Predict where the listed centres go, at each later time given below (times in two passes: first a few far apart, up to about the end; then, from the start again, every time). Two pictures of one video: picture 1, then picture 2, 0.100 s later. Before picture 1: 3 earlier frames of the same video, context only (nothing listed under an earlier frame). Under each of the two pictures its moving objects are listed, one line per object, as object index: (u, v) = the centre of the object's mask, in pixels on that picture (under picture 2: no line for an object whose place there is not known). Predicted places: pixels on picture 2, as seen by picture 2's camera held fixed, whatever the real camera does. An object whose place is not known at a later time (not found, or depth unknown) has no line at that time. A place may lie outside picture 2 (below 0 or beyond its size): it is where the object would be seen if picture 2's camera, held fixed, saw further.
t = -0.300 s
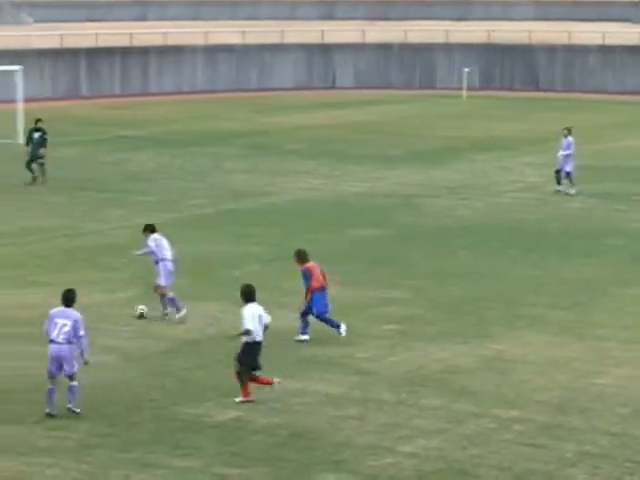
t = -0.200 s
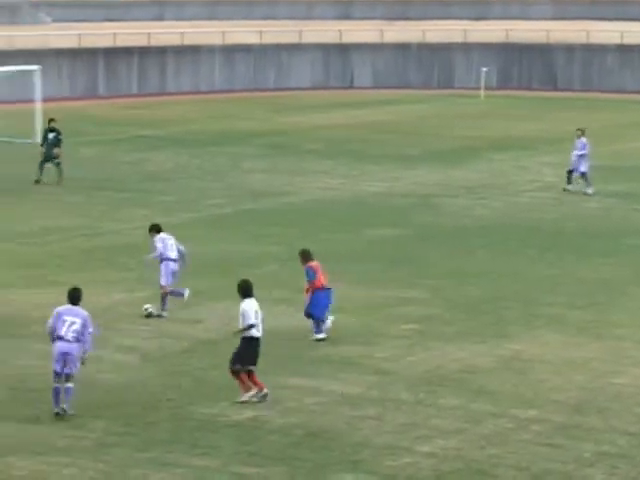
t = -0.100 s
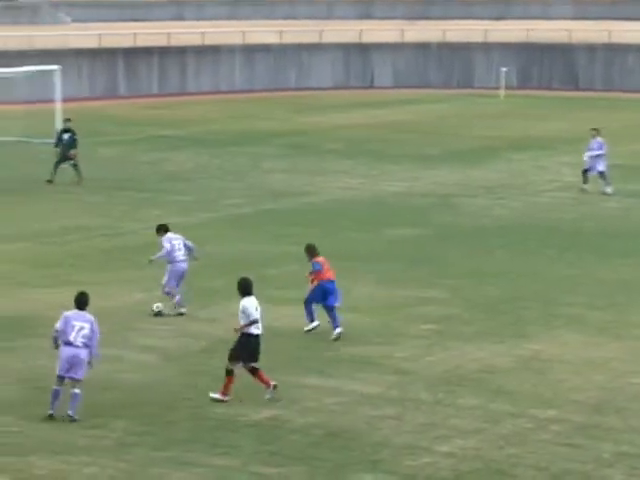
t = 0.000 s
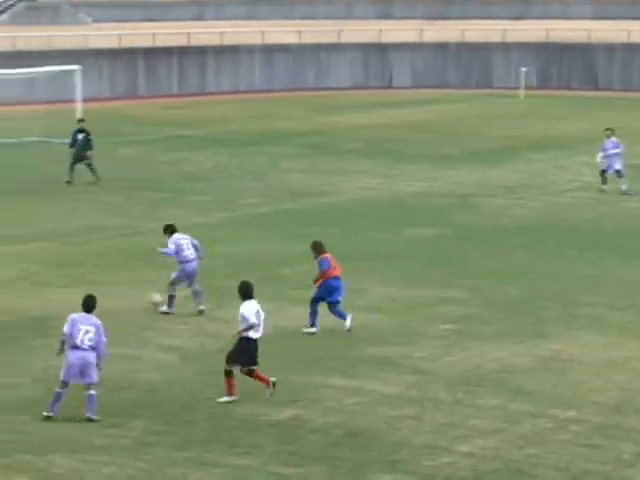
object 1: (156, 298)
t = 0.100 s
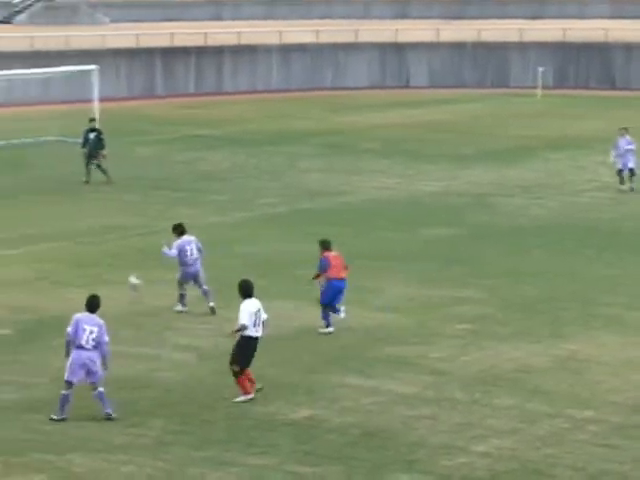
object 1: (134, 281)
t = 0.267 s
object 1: (75, 264)
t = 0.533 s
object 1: (7, 250)
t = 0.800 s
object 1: (-37, 238)
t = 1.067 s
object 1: (-68, 229)
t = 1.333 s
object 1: (-90, 221)
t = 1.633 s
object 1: (-112, 213)
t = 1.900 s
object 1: (-129, 208)
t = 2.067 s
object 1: (-139, 203)
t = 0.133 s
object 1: (121, 277)
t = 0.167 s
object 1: (109, 273)
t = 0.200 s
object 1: (97, 269)
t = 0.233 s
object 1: (86, 266)
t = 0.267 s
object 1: (75, 264)
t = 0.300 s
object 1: (65, 262)
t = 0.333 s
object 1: (56, 261)
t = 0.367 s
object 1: (46, 260)
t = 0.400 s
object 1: (37, 260)
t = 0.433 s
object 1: (28, 260)
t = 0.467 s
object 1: (21, 258)
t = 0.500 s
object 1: (14, 254)
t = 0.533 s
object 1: (7, 250)
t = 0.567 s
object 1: (1, 248)
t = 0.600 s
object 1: (-6, 246)
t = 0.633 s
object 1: (-12, 245)
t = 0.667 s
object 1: (-18, 244)
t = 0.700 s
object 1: (-24, 243)
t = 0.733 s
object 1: (-28, 241)
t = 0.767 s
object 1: (-34, 239)
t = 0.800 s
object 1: (-37, 238)
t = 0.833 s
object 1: (-42, 237)
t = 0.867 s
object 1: (-46, 236)
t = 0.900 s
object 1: (-51, 235)
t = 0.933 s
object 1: (-55, 233)
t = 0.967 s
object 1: (-58, 232)
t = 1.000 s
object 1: (-60, 231)
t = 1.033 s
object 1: (-64, 230)
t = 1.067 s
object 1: (-68, 229)
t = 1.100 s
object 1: (-71, 228)
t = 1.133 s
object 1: (-74, 227)
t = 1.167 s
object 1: (-77, 226)
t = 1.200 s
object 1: (-79, 224)
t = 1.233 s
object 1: (-82, 224)
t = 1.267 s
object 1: (-85, 223)
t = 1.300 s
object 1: (-87, 223)
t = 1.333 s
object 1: (-90, 221)
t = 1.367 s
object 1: (-93, 220)
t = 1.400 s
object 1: (-95, 219)
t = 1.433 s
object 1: (-97, 218)
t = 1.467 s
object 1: (-100, 218)
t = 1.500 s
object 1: (-103, 217)
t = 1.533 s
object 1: (-105, 216)
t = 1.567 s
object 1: (-108, 215)
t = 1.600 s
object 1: (-110, 214)
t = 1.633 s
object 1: (-112, 213)
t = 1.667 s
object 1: (-114, 213)
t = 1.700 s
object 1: (-117, 211)
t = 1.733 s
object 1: (-118, 211)
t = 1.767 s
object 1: (-121, 210)
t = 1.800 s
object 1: (-123, 210)
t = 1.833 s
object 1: (-125, 209)
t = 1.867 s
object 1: (-127, 208)
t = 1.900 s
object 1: (-129, 208)
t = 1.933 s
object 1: (-131, 207)
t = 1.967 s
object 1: (-133, 206)
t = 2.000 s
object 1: (-135, 205)
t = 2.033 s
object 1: (-136, 204)
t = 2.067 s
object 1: (-139, 203)
